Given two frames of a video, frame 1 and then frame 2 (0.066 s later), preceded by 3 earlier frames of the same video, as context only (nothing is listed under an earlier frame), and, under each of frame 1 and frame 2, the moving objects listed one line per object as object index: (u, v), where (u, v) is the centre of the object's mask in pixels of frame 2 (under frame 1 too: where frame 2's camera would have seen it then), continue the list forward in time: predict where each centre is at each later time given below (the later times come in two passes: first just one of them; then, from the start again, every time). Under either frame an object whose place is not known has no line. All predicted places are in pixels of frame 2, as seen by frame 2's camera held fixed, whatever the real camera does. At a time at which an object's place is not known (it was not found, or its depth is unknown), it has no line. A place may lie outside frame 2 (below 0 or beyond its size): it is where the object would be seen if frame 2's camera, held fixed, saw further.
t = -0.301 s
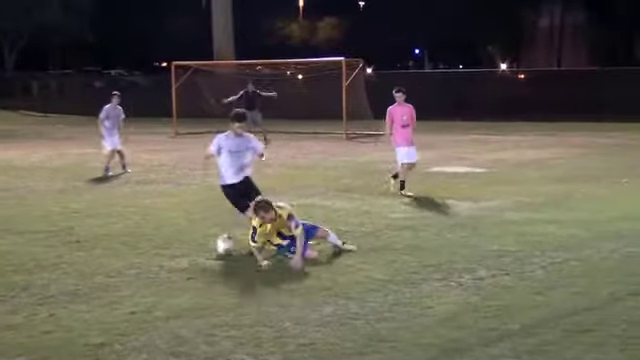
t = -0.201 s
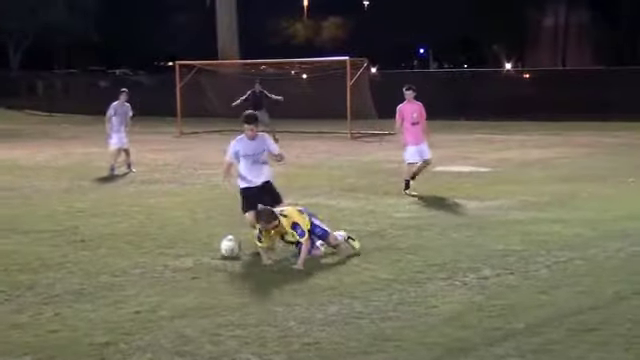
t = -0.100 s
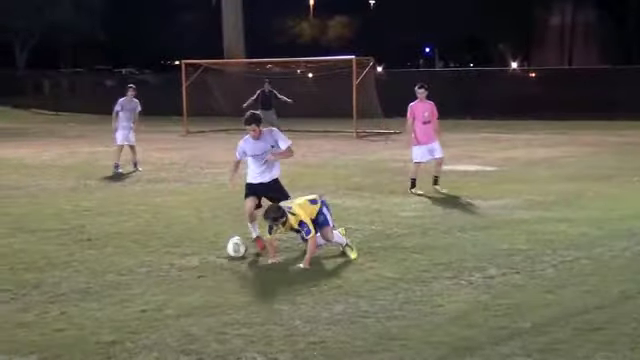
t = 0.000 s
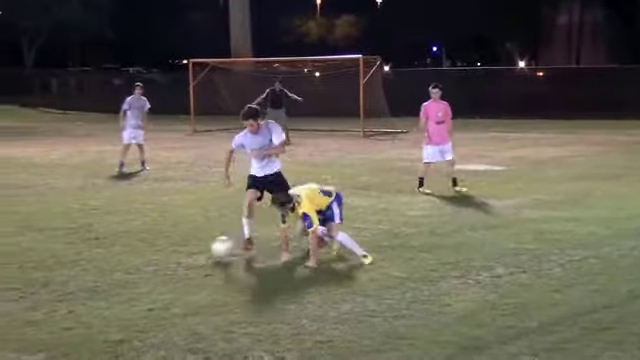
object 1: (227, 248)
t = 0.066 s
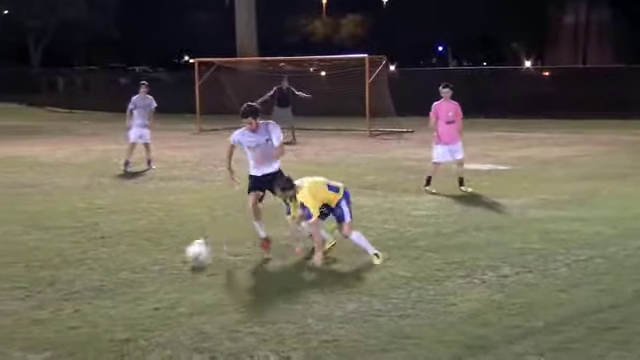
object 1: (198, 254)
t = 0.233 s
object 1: (117, 266)
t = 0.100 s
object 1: (181, 256)
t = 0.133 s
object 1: (165, 261)
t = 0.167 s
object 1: (148, 265)
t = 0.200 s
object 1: (133, 266)
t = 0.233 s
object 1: (117, 266)
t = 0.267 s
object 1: (101, 268)
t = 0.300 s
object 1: (85, 271)
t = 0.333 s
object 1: (66, 277)
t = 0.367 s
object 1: (48, 282)
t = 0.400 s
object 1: (33, 284)
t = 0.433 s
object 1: (16, 283)
